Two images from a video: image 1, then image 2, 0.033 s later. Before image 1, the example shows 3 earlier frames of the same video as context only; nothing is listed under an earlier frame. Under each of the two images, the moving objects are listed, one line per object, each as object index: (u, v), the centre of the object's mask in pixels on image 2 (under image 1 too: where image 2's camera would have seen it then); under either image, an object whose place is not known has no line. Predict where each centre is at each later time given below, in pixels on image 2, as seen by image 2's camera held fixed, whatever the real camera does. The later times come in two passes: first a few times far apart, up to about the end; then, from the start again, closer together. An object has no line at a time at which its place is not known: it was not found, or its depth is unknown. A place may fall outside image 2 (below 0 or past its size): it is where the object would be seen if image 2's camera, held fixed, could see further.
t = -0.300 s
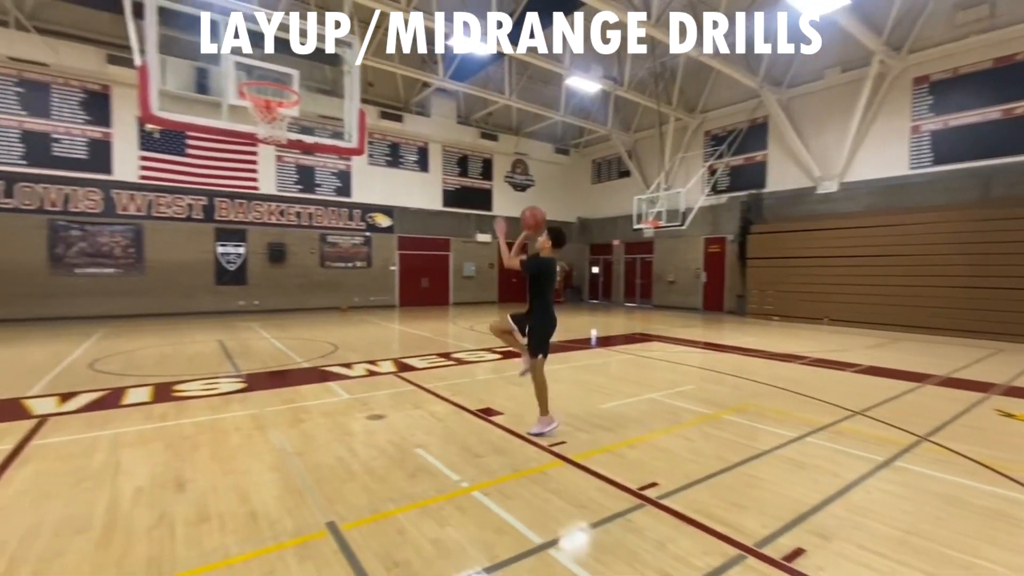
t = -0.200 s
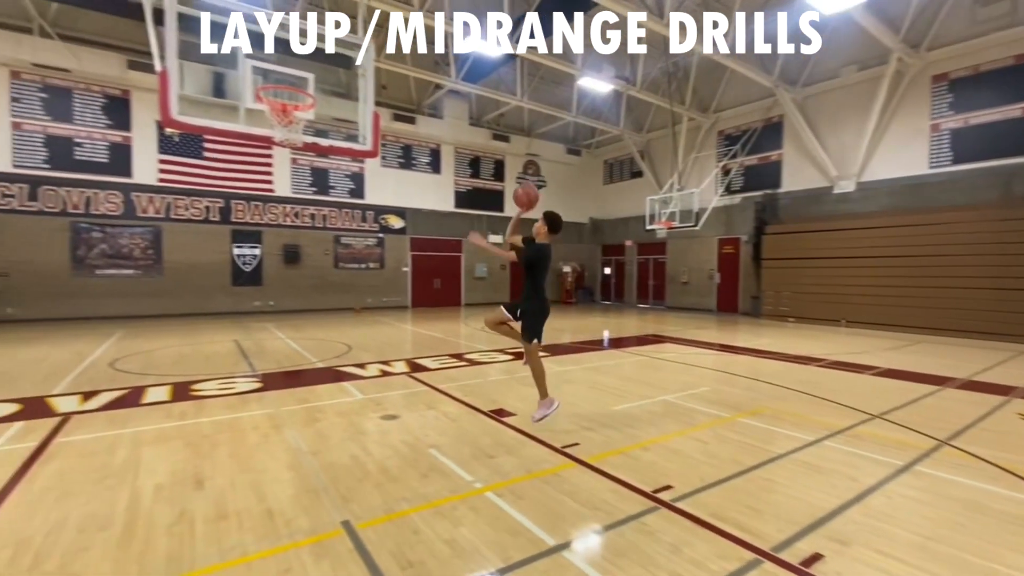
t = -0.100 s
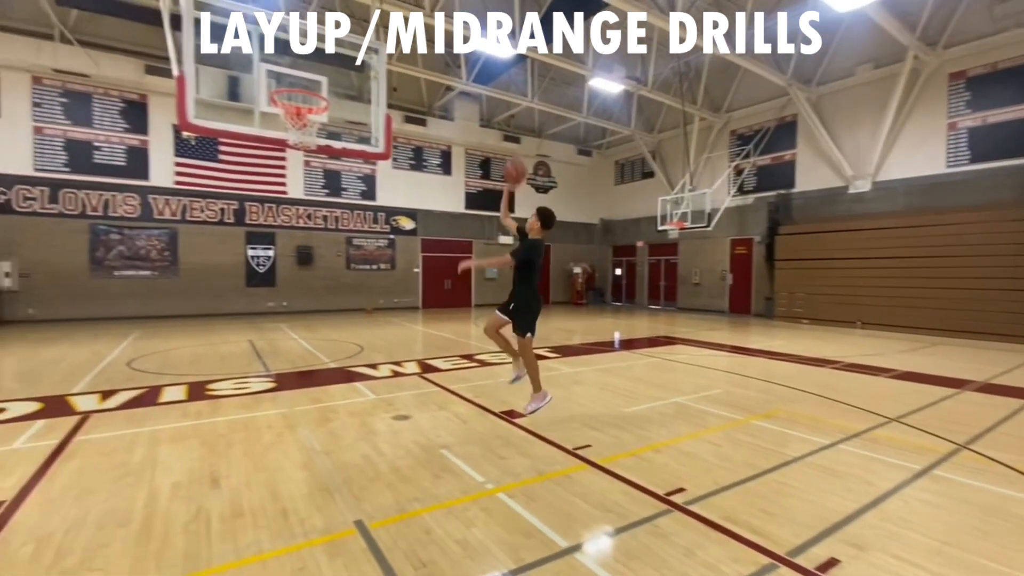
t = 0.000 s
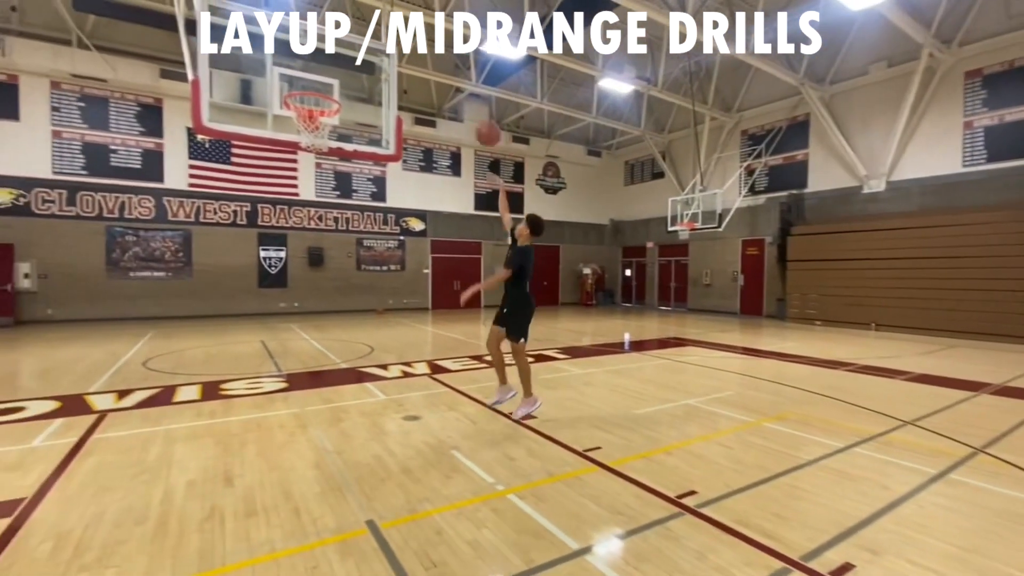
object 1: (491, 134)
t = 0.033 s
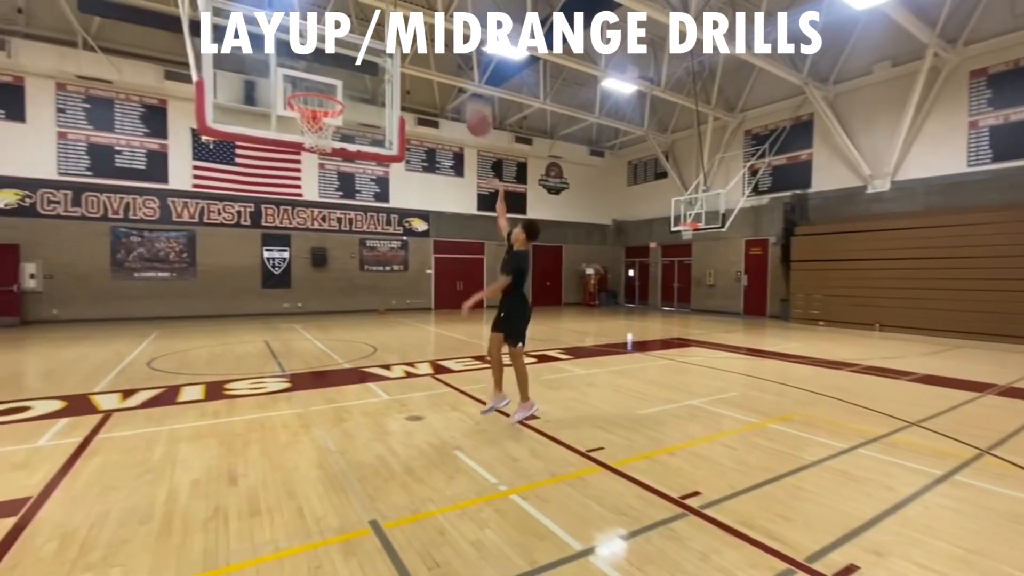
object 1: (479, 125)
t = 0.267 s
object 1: (396, 84)
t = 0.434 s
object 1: (341, 90)
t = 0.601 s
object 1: (318, 102)
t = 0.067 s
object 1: (466, 114)
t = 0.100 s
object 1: (454, 107)
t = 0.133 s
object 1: (442, 100)
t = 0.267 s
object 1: (396, 84)
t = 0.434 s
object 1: (341, 90)
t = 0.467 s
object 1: (333, 91)
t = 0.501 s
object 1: (330, 90)
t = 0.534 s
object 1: (327, 89)
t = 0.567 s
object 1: (324, 96)
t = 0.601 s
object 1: (318, 102)
